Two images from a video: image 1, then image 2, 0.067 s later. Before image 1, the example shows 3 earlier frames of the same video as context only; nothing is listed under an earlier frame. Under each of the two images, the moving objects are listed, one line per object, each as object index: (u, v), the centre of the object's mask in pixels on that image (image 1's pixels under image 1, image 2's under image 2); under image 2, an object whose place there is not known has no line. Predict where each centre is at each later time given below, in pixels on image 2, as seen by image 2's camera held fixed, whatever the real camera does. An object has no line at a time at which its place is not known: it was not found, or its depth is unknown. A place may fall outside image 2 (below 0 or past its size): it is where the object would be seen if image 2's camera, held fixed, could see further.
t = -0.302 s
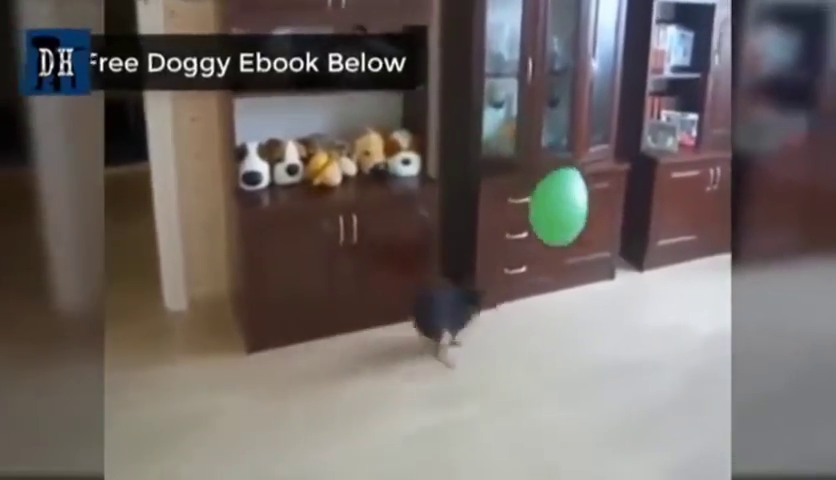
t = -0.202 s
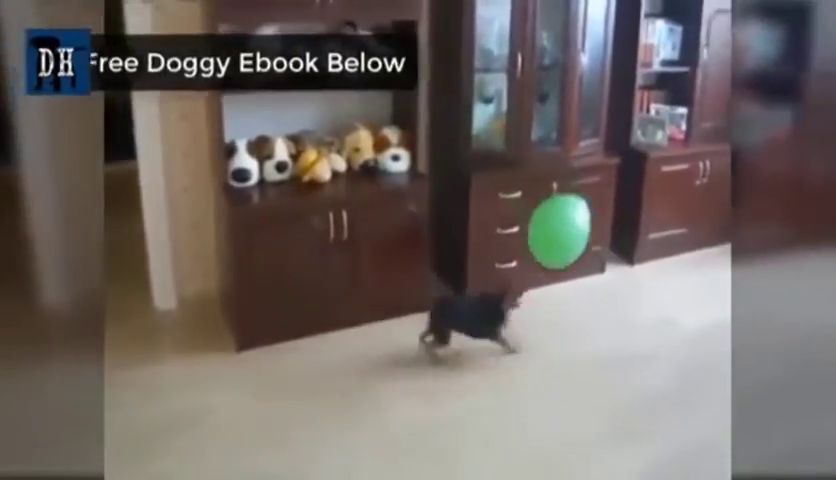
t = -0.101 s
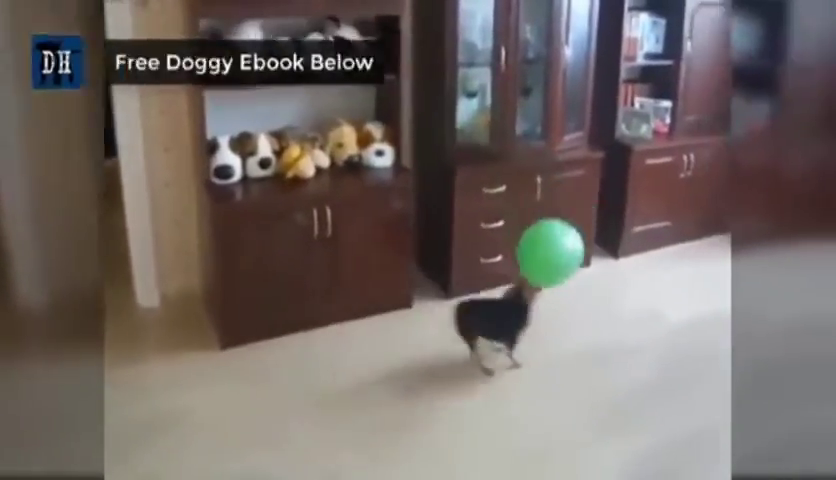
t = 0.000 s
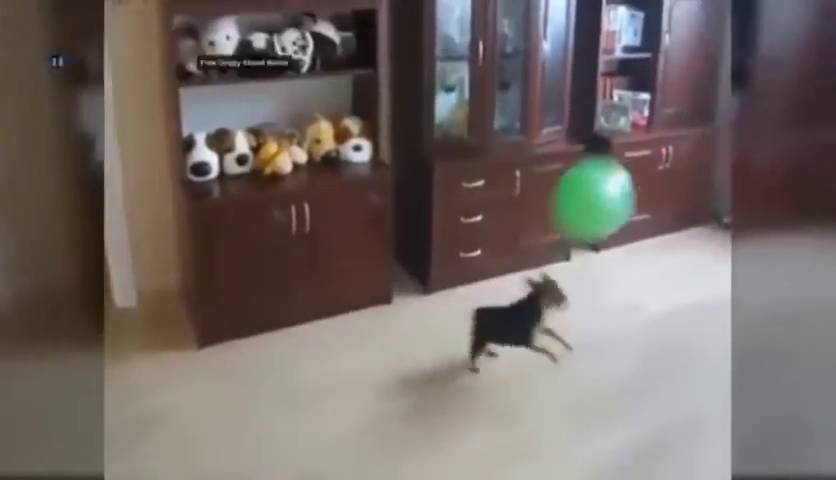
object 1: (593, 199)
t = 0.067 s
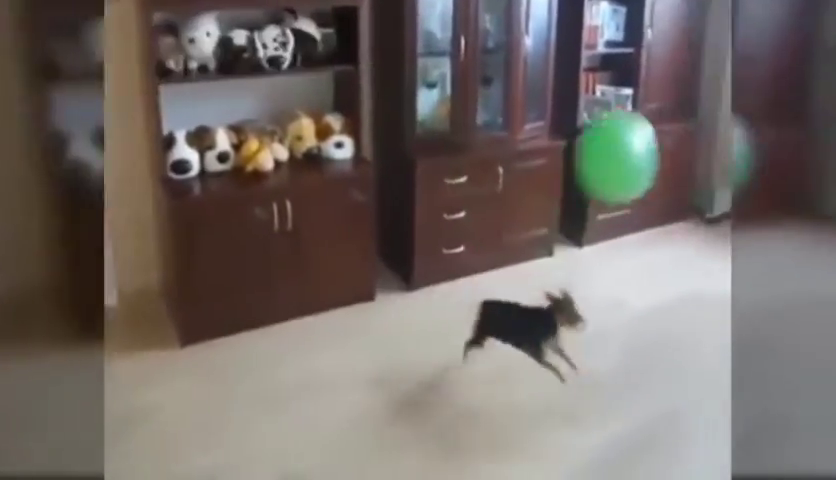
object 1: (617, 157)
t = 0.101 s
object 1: (635, 139)
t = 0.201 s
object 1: (675, 101)
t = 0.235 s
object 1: (684, 93)
